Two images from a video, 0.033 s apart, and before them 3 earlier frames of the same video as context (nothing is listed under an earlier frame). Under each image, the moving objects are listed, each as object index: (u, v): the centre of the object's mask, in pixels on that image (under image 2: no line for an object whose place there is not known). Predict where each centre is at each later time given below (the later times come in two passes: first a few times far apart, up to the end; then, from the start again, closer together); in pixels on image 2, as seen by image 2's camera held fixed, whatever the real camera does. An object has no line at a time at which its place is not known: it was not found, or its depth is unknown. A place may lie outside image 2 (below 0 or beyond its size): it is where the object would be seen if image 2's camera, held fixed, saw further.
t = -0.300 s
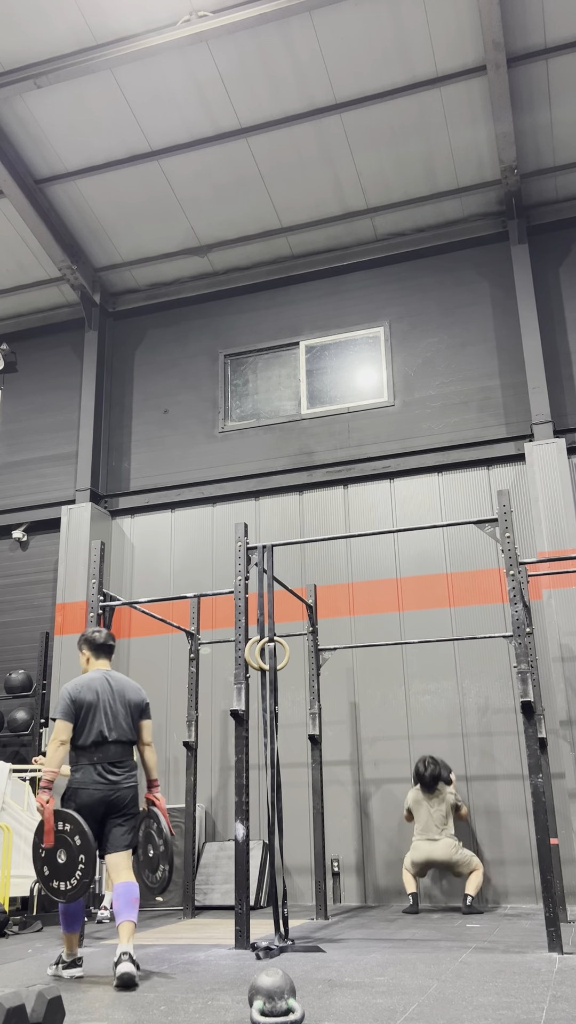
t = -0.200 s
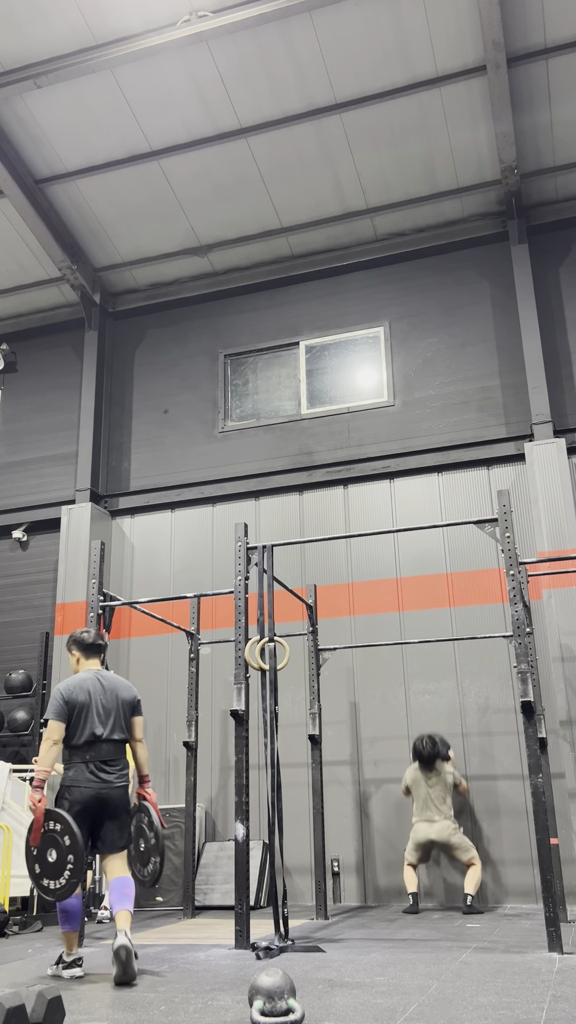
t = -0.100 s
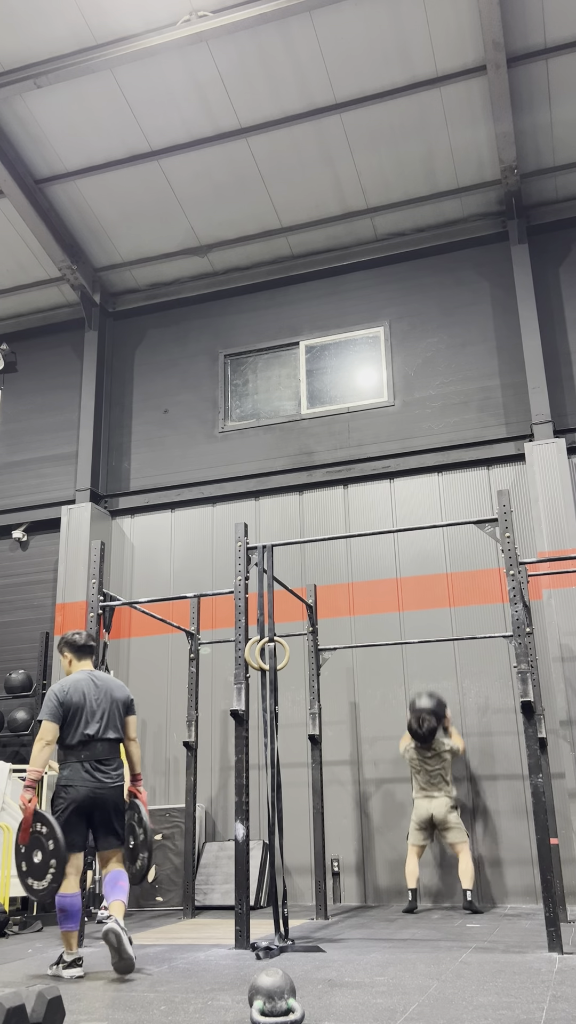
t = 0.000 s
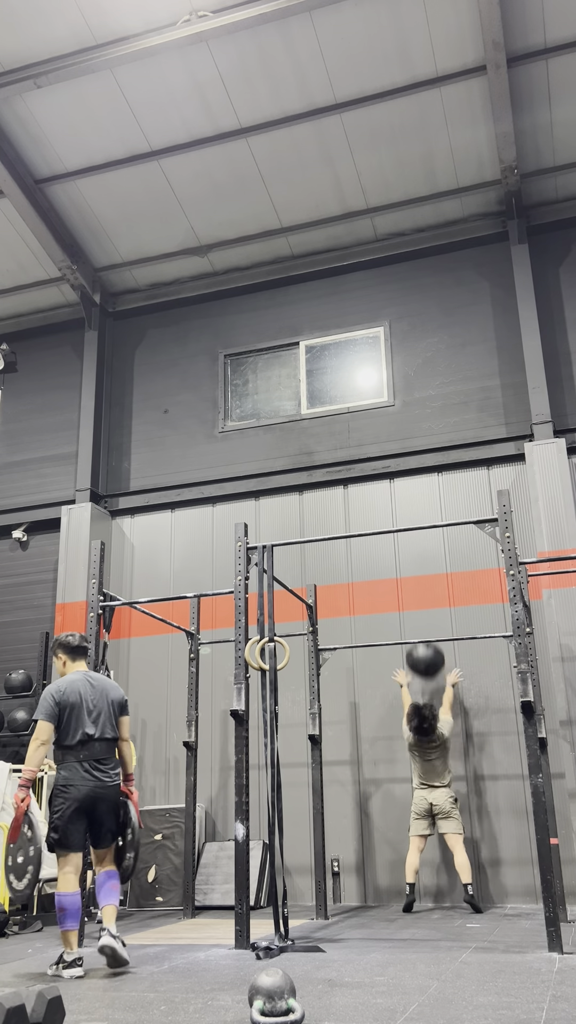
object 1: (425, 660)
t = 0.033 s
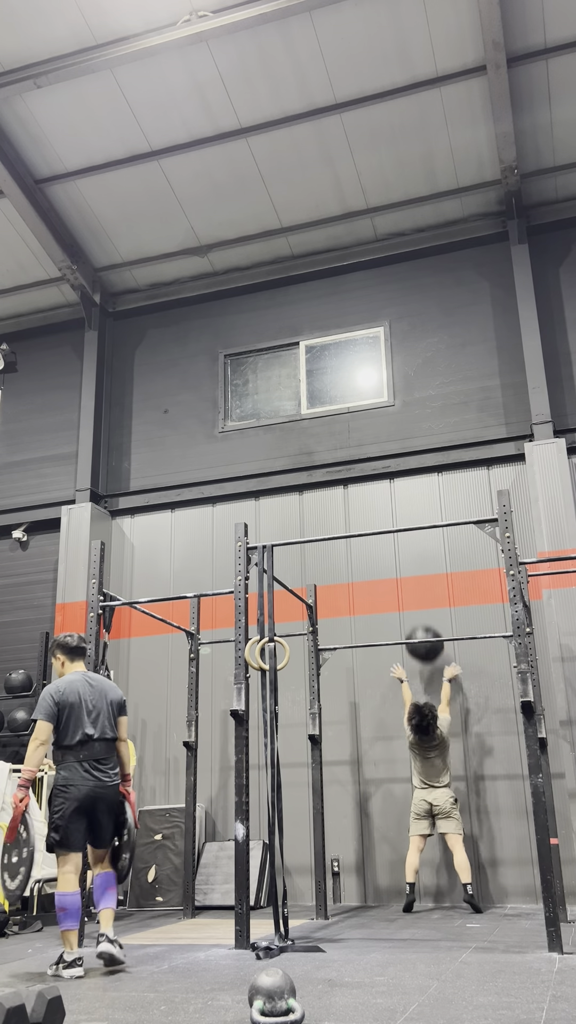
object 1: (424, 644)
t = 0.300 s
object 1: (422, 568)
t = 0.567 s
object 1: (422, 568)
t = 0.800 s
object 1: (426, 617)
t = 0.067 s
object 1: (423, 627)
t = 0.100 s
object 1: (423, 617)
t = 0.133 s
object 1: (423, 605)
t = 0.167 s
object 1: (422, 596)
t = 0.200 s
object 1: (422, 587)
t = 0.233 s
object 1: (422, 579)
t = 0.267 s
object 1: (422, 573)
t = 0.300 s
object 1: (422, 568)
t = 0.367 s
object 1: (423, 564)
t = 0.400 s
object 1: (423, 563)
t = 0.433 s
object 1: (422, 561)
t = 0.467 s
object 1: (422, 561)
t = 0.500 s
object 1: (422, 563)
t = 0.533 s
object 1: (422, 565)
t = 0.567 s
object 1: (422, 568)
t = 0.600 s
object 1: (423, 572)
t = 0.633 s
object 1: (423, 577)
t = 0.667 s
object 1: (423, 580)
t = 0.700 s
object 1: (424, 587)
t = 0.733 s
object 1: (424, 596)
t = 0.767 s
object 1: (425, 605)
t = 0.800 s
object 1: (426, 617)
